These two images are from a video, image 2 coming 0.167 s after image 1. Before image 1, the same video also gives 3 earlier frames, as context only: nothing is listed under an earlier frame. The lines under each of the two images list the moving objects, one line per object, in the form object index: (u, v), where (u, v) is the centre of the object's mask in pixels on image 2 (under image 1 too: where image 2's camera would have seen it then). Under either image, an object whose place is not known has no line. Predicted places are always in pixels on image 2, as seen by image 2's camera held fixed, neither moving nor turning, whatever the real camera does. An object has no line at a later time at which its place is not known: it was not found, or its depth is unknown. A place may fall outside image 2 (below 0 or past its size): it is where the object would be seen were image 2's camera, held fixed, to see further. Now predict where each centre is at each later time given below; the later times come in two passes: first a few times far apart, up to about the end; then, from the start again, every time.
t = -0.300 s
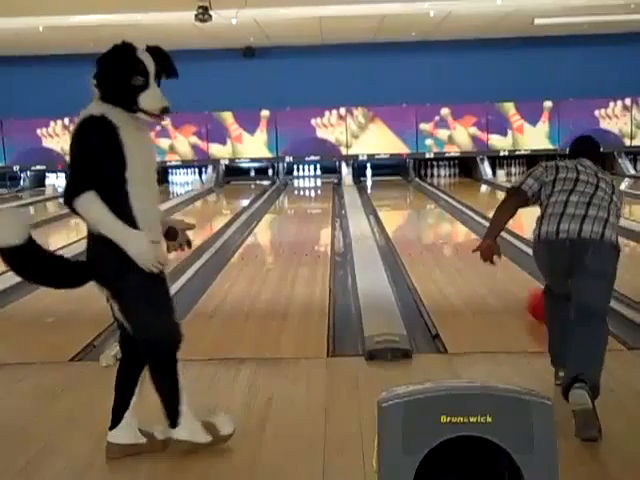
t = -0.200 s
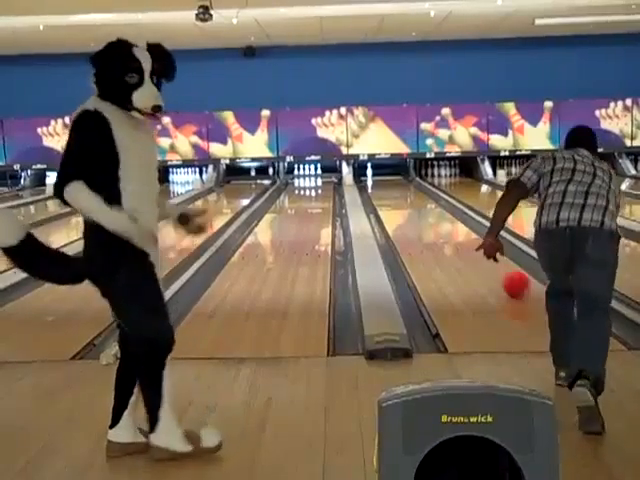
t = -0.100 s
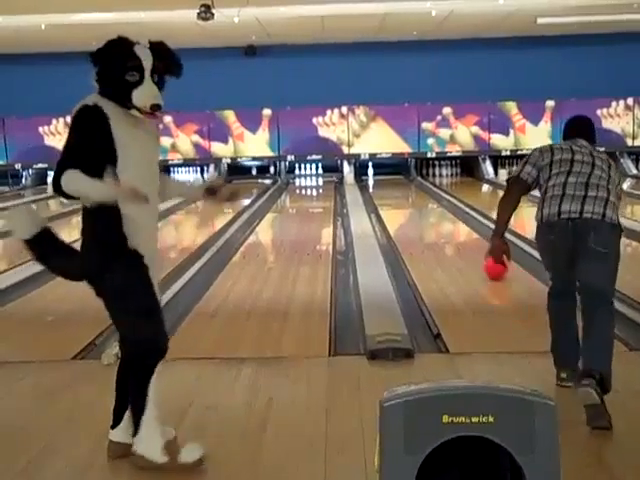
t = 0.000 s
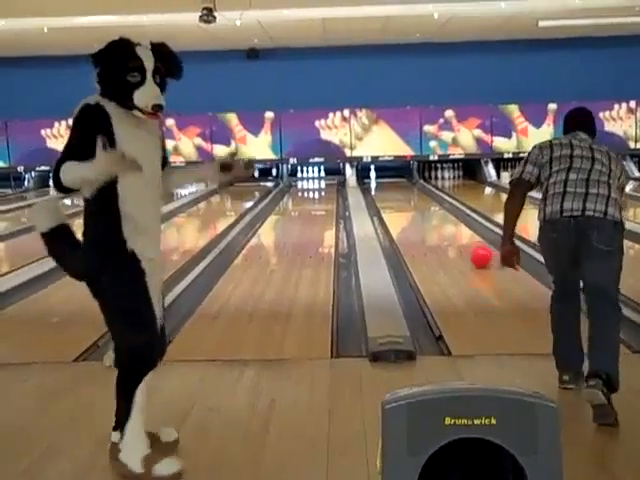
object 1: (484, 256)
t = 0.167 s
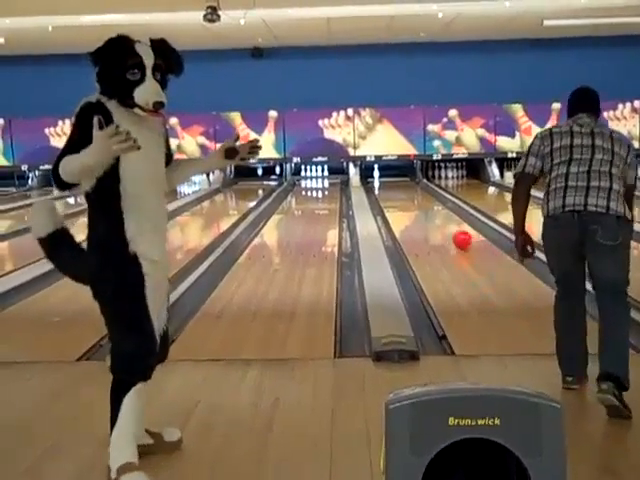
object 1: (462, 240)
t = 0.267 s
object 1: (451, 231)
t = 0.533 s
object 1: (429, 215)
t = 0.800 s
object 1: (413, 201)
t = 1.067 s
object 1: (400, 192)
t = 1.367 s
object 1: (391, 185)
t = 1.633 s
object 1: (385, 179)
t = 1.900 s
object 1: (378, 174)
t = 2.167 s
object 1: (373, 173)
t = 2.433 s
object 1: (368, 177)
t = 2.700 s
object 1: (366, 178)
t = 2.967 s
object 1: (366, 178)
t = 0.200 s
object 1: (458, 237)
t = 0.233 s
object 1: (455, 233)
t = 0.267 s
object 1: (451, 231)
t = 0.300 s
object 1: (448, 229)
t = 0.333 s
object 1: (445, 227)
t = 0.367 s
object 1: (442, 223)
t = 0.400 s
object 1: (439, 222)
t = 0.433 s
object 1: (436, 218)
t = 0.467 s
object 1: (433, 217)
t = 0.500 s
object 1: (431, 216)
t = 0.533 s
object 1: (429, 215)
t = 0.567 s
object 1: (427, 212)
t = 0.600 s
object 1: (425, 210)
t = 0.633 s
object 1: (423, 208)
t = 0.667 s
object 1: (421, 207)
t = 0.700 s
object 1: (419, 205)
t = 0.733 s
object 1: (417, 204)
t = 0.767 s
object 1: (415, 203)
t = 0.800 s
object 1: (413, 201)
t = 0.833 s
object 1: (411, 200)
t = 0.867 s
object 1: (410, 199)
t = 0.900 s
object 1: (408, 197)
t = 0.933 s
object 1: (407, 196)
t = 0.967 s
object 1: (406, 195)
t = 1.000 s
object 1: (404, 195)
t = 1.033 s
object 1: (402, 193)
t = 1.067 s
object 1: (400, 192)
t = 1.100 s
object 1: (399, 192)
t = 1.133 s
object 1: (399, 191)
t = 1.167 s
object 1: (397, 190)
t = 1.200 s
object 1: (396, 189)
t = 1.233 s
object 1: (395, 189)
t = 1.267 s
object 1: (394, 187)
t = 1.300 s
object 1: (392, 186)
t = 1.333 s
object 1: (392, 186)
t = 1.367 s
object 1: (391, 185)
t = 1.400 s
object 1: (390, 184)
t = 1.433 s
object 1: (389, 183)
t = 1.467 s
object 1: (388, 182)
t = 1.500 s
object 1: (387, 182)
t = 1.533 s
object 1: (387, 181)
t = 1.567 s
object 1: (387, 181)
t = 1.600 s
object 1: (386, 180)
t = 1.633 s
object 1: (385, 179)
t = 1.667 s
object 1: (384, 179)
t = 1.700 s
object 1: (383, 178)
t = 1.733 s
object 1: (383, 177)
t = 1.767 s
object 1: (382, 177)
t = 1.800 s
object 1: (381, 177)
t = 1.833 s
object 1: (381, 175)
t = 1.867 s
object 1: (379, 174)
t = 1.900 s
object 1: (378, 174)
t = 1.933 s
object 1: (378, 174)
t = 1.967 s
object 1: (377, 173)
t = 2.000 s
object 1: (376, 172)
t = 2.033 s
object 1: (376, 172)
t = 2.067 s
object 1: (375, 172)
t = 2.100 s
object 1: (376, 173)
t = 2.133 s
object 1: (374, 173)
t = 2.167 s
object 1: (373, 173)
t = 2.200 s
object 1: (372, 175)
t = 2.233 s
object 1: (371, 175)
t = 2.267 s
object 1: (371, 175)
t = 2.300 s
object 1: (370, 176)
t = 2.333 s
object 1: (370, 176)
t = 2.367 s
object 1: (368, 176)
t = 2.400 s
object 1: (368, 177)
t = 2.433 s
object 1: (368, 177)
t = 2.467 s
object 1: (367, 177)
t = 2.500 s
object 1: (367, 177)
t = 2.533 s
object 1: (367, 178)
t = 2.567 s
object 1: (366, 178)
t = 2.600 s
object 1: (366, 178)
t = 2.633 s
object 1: (366, 178)
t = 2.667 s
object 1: (365, 178)
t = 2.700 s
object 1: (366, 178)
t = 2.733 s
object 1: (366, 177)
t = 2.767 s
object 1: (366, 177)
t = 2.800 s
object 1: (366, 177)
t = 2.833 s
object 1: (365, 178)
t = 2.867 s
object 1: (365, 178)
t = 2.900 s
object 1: (365, 178)
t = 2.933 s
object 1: (366, 178)
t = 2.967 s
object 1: (366, 178)
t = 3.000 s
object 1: (366, 178)
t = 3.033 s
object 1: (366, 178)
